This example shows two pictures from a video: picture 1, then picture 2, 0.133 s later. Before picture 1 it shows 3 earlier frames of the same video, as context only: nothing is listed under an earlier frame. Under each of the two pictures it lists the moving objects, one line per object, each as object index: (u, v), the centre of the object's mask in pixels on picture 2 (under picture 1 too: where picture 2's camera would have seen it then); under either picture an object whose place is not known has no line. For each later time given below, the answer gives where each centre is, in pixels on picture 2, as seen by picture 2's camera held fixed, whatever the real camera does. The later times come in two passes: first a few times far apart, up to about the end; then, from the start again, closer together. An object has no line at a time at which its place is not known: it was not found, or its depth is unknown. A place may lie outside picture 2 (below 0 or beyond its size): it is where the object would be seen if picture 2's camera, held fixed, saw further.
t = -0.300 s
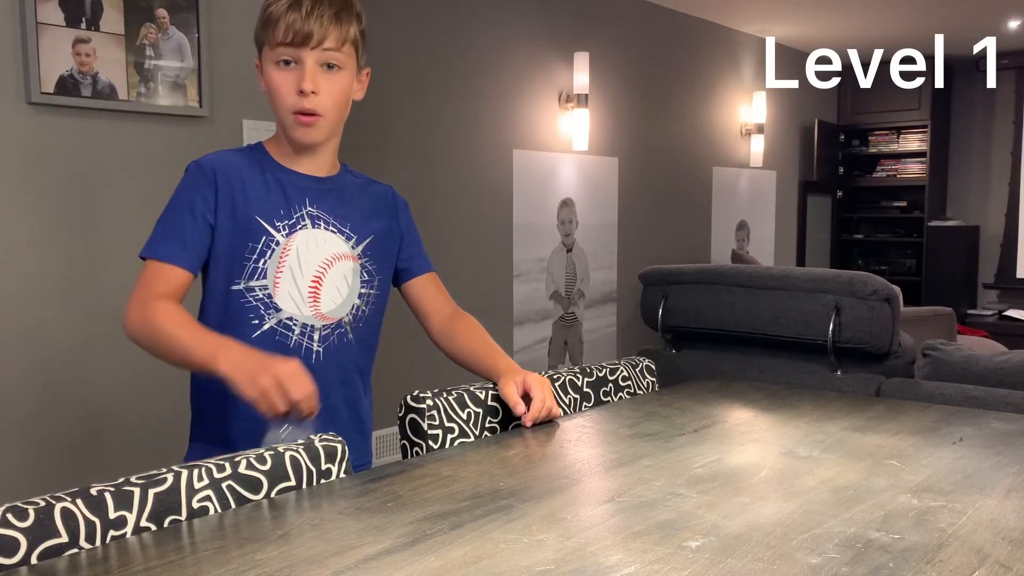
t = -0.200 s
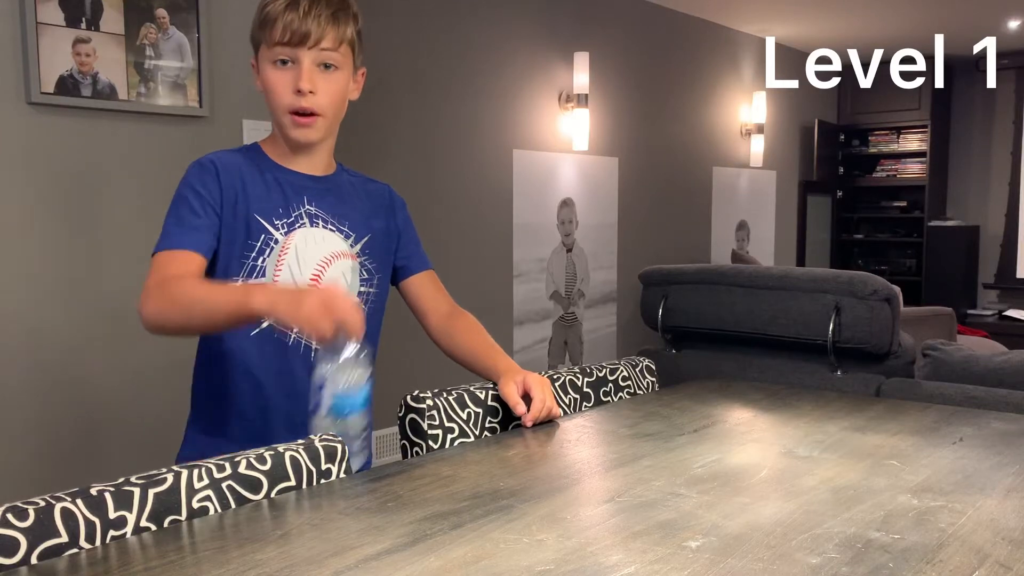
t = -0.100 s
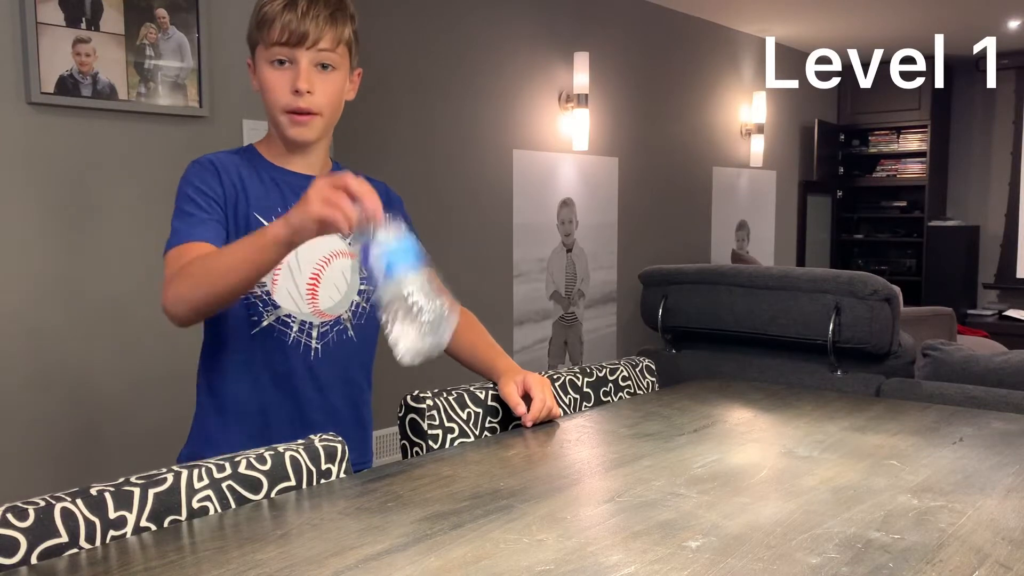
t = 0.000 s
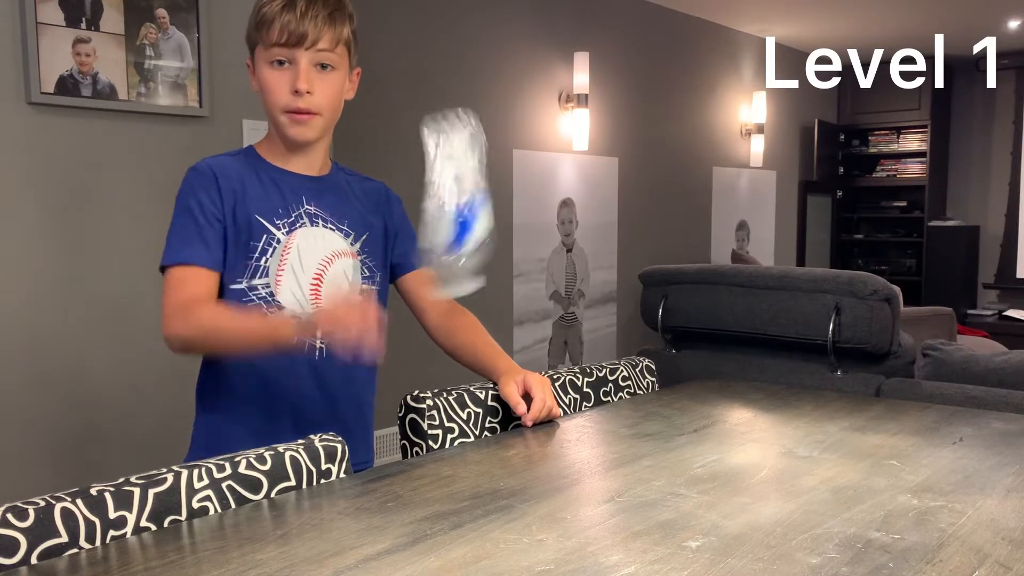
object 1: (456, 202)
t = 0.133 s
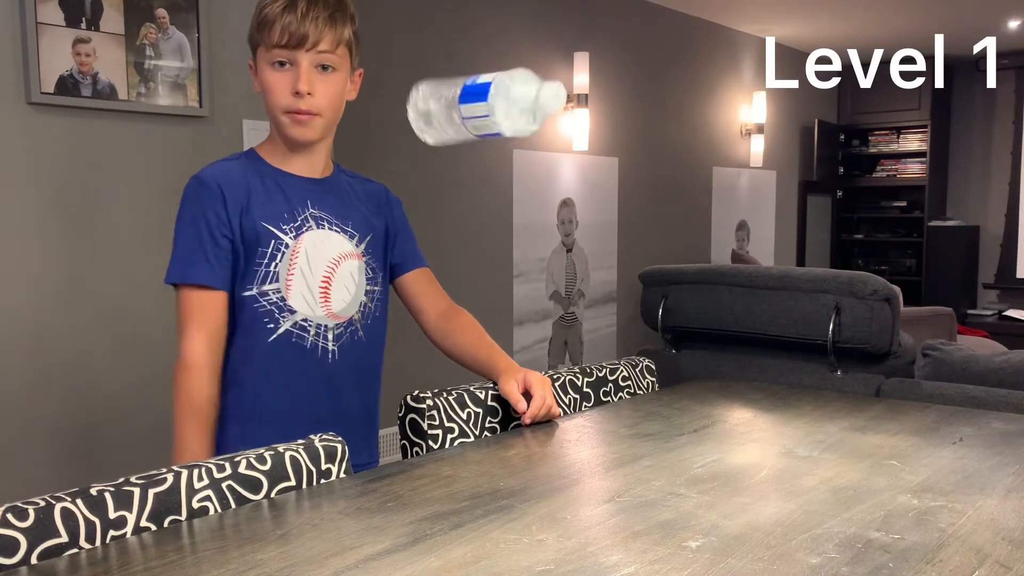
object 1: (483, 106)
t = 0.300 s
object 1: (509, 259)
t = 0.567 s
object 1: (520, 394)
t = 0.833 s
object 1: (520, 394)
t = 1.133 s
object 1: (520, 395)
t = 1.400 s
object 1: (520, 395)
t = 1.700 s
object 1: (520, 395)
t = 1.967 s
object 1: (520, 395)
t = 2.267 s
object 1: (520, 395)
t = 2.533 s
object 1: (520, 395)
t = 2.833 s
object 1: (520, 395)
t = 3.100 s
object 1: (520, 395)
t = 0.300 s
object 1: (509, 259)
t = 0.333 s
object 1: (513, 324)
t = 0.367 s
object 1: (518, 390)
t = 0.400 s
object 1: (519, 380)
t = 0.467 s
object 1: (520, 390)
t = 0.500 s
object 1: (520, 394)
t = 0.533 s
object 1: (520, 394)
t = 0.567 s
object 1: (520, 394)
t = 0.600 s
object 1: (520, 394)
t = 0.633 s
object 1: (520, 394)
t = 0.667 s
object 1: (520, 394)
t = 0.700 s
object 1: (520, 394)
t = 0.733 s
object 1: (520, 394)
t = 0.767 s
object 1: (520, 394)
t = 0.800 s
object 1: (520, 394)
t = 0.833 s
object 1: (520, 394)
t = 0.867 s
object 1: (520, 394)
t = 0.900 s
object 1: (520, 394)
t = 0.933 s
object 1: (520, 395)
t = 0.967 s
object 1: (520, 394)
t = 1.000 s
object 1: (520, 395)
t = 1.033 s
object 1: (520, 395)
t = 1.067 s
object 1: (520, 395)
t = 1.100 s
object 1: (520, 395)
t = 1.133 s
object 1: (520, 395)
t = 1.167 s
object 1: (520, 395)
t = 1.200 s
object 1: (520, 395)
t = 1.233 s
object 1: (520, 395)
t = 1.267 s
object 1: (520, 395)
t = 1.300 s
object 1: (520, 395)
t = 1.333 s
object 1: (520, 395)
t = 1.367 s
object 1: (520, 395)
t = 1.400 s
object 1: (520, 395)
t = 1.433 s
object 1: (520, 395)
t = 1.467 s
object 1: (520, 395)
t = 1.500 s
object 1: (520, 395)
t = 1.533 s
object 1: (520, 395)
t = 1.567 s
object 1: (520, 395)
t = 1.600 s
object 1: (520, 395)
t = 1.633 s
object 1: (520, 395)
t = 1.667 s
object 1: (520, 395)
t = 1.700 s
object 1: (520, 395)
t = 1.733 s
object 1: (520, 395)
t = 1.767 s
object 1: (520, 395)
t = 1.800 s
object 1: (520, 395)
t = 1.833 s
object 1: (520, 395)
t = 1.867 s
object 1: (520, 395)
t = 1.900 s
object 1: (520, 395)
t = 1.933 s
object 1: (520, 395)
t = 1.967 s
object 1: (520, 395)
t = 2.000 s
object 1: (520, 395)
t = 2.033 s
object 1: (520, 395)
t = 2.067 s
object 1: (520, 395)
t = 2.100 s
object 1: (520, 395)
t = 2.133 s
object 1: (520, 395)
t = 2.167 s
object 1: (520, 395)
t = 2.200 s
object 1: (520, 395)
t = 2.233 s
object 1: (520, 395)
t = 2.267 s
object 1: (520, 395)
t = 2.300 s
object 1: (520, 395)
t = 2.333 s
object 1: (520, 395)
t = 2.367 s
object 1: (520, 395)
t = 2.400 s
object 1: (520, 395)
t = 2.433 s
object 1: (520, 395)
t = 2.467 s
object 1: (520, 395)
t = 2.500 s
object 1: (520, 395)
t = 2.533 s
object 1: (520, 395)
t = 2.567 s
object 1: (520, 395)
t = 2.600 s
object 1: (520, 395)
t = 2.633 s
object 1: (520, 395)
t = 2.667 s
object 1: (520, 395)
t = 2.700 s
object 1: (520, 395)
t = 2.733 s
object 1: (520, 395)
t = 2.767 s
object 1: (520, 395)
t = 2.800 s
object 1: (520, 395)
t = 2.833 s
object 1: (520, 395)
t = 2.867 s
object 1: (520, 395)
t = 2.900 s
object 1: (520, 395)
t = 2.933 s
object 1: (520, 395)
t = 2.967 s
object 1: (520, 395)
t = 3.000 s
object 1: (520, 395)
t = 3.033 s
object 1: (520, 395)
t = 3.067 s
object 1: (520, 395)
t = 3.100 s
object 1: (520, 395)
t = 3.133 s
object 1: (520, 395)
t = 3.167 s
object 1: (520, 395)
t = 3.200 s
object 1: (520, 395)
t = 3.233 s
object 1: (520, 395)
